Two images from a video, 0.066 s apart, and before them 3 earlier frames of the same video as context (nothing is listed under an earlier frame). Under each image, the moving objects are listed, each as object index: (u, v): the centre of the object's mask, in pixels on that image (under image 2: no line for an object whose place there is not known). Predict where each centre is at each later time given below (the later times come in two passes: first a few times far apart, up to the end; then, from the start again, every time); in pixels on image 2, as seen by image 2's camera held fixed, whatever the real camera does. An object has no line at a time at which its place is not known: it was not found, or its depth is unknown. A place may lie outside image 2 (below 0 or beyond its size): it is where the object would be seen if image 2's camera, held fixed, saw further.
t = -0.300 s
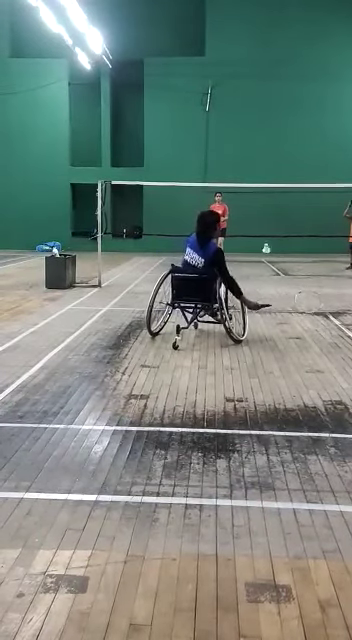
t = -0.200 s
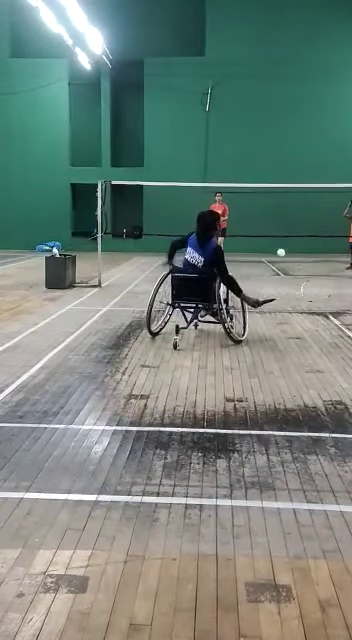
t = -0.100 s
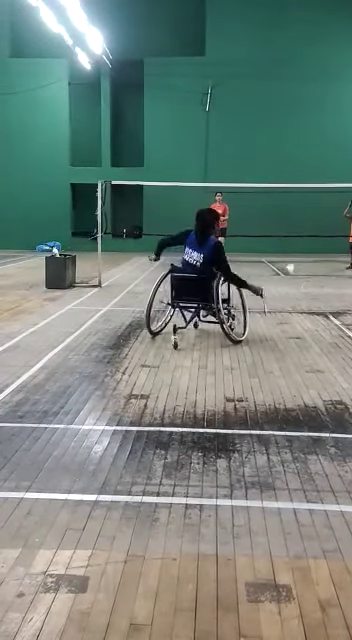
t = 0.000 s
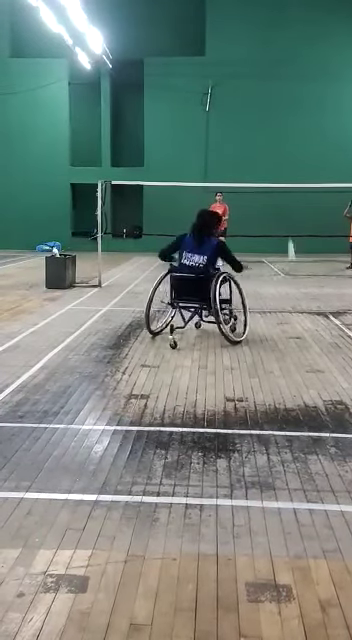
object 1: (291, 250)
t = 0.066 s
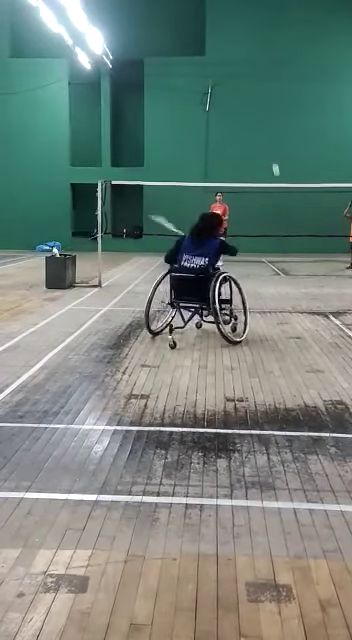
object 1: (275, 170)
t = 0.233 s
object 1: (256, 97)
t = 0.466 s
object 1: (244, 76)
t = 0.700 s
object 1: (238, 90)
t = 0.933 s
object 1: (234, 123)
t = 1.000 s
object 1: (233, 134)
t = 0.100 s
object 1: (270, 146)
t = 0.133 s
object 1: (265, 129)
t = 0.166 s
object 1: (262, 115)
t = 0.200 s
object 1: (259, 105)
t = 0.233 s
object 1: (256, 97)
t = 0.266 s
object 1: (254, 91)
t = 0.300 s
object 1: (252, 85)
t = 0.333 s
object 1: (250, 81)
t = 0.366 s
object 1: (248, 79)
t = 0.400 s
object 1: (246, 77)
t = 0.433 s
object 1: (245, 76)
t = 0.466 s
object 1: (244, 76)
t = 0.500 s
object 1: (243, 77)
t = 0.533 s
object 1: (242, 78)
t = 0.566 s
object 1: (241, 80)
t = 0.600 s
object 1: (240, 82)
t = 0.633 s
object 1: (239, 84)
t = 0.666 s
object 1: (239, 87)
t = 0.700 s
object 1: (238, 90)
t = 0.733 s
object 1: (237, 94)
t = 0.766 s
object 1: (237, 98)
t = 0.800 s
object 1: (236, 103)
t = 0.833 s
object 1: (236, 107)
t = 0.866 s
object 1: (235, 112)
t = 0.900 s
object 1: (235, 117)
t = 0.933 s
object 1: (234, 123)
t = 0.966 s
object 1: (234, 128)
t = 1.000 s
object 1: (233, 134)
